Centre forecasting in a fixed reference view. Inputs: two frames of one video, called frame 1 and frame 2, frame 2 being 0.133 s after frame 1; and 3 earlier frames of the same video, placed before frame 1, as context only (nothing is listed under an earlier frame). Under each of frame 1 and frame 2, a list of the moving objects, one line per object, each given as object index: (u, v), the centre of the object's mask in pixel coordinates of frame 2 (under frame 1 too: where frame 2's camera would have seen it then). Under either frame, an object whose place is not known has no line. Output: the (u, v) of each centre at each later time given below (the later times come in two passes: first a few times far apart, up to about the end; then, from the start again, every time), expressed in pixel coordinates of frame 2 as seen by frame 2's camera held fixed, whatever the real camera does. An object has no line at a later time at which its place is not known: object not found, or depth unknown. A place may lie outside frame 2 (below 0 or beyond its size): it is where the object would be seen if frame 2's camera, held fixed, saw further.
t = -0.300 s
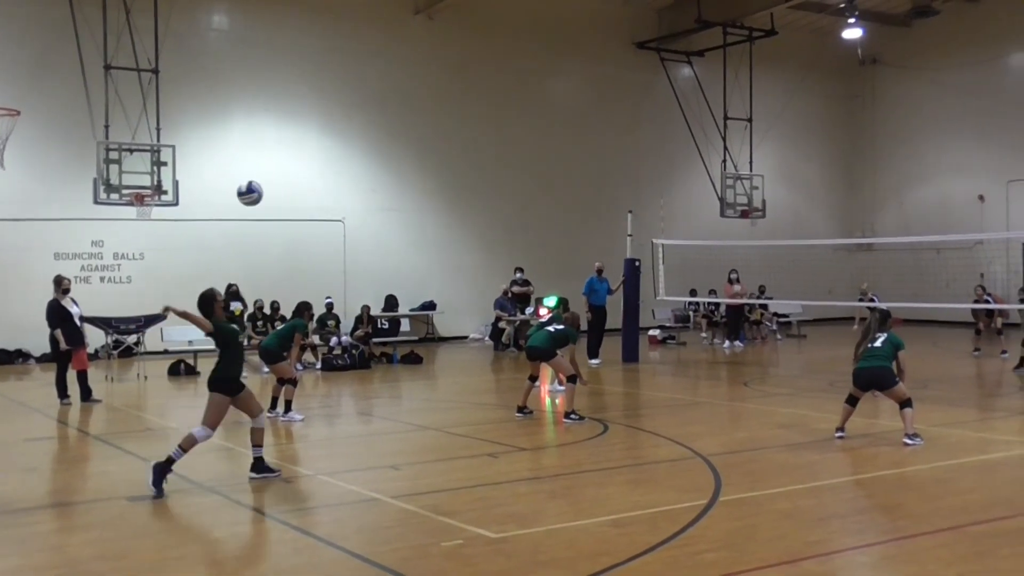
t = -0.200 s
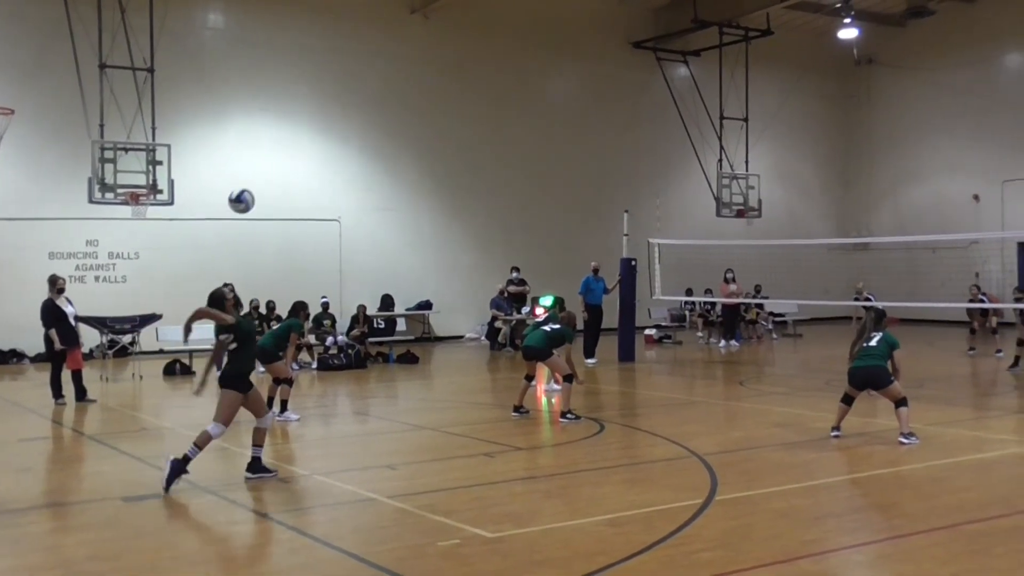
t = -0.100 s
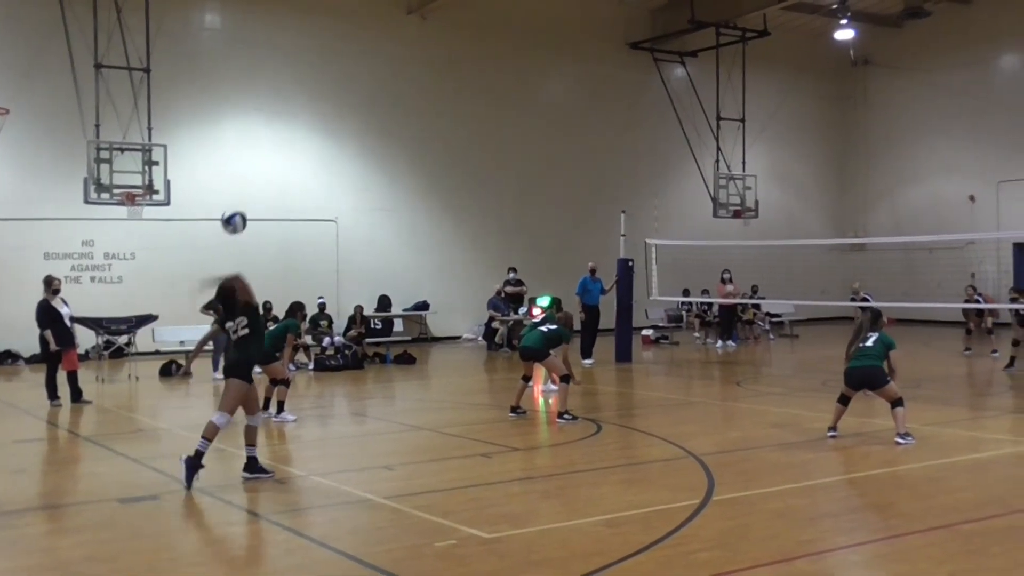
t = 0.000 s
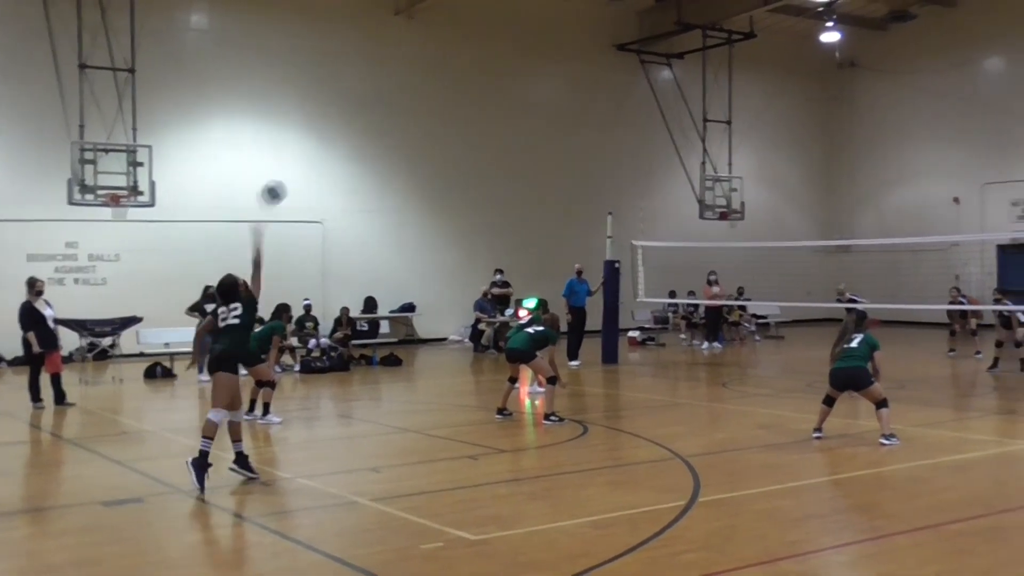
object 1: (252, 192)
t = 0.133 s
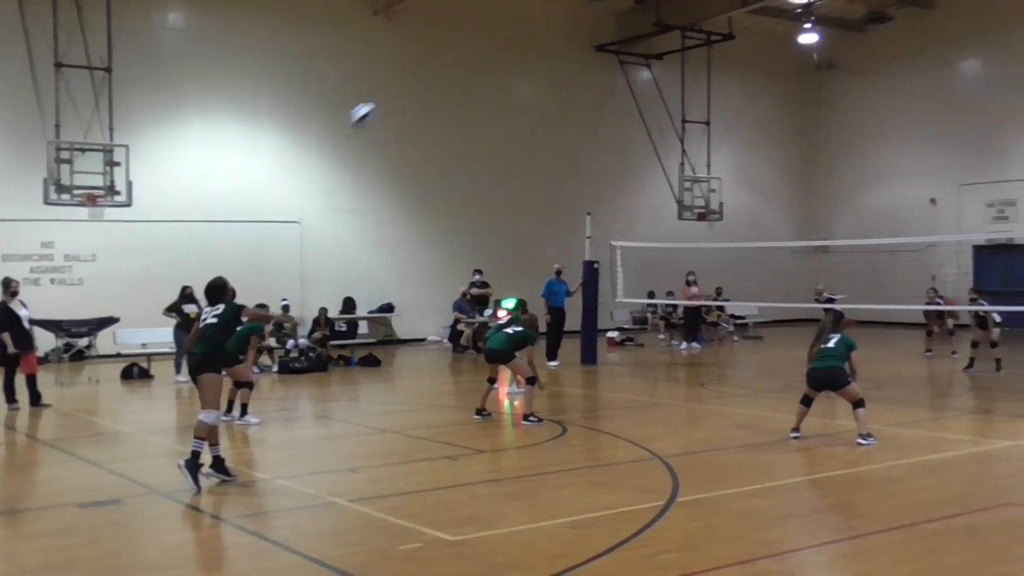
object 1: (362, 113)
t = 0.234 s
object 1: (435, 79)
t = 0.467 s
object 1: (570, 45)
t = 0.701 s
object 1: (673, 61)
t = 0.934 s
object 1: (753, 116)
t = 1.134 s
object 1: (808, 185)
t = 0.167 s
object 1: (387, 99)
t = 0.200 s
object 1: (412, 89)
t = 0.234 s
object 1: (435, 79)
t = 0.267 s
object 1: (457, 70)
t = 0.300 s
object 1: (478, 63)
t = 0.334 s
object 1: (498, 57)
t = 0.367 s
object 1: (517, 53)
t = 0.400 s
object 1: (535, 49)
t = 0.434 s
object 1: (553, 46)
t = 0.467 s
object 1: (570, 45)
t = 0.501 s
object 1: (586, 45)
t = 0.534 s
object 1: (603, 45)
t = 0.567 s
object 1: (618, 47)
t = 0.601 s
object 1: (633, 50)
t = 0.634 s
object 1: (647, 53)
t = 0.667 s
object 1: (661, 57)
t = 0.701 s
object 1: (673, 61)
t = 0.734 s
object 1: (686, 67)
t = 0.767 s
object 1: (698, 74)
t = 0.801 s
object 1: (709, 80)
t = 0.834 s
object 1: (721, 88)
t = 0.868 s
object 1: (732, 96)
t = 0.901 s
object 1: (743, 106)
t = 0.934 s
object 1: (753, 116)
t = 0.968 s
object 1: (762, 126)
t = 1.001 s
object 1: (772, 137)
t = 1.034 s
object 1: (782, 148)
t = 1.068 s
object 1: (791, 160)
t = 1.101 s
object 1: (799, 172)
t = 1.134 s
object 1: (808, 185)
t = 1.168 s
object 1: (815, 197)
